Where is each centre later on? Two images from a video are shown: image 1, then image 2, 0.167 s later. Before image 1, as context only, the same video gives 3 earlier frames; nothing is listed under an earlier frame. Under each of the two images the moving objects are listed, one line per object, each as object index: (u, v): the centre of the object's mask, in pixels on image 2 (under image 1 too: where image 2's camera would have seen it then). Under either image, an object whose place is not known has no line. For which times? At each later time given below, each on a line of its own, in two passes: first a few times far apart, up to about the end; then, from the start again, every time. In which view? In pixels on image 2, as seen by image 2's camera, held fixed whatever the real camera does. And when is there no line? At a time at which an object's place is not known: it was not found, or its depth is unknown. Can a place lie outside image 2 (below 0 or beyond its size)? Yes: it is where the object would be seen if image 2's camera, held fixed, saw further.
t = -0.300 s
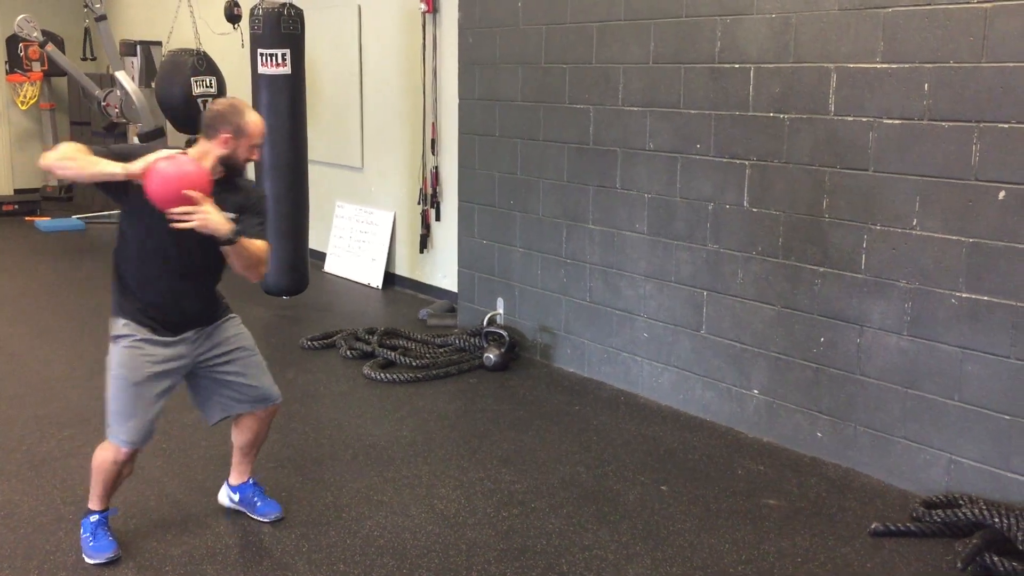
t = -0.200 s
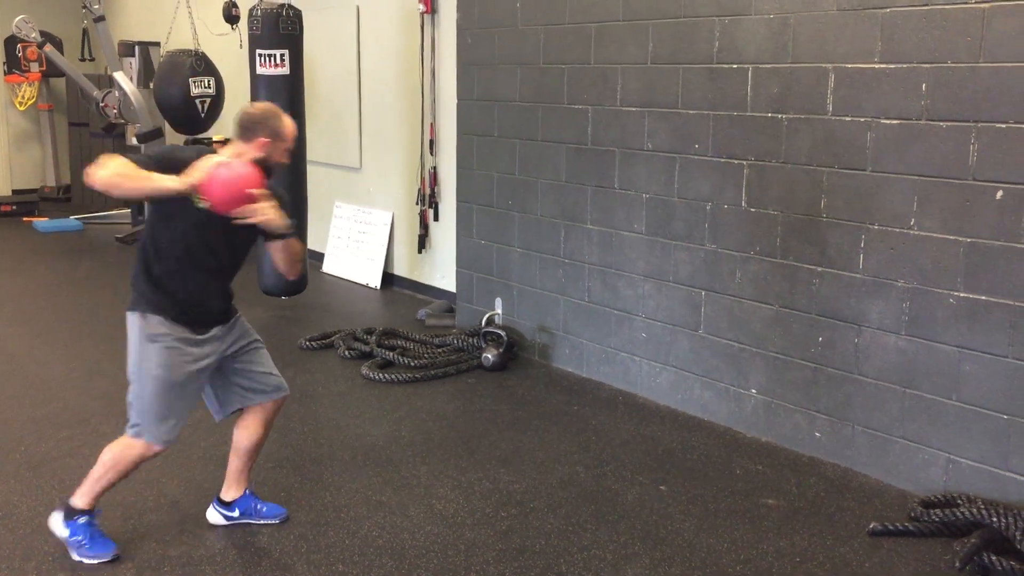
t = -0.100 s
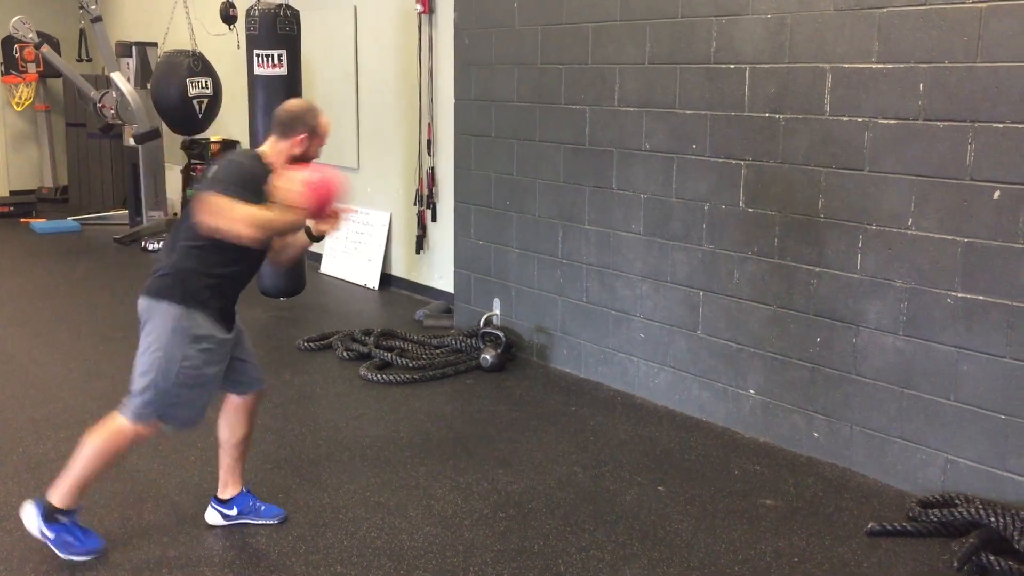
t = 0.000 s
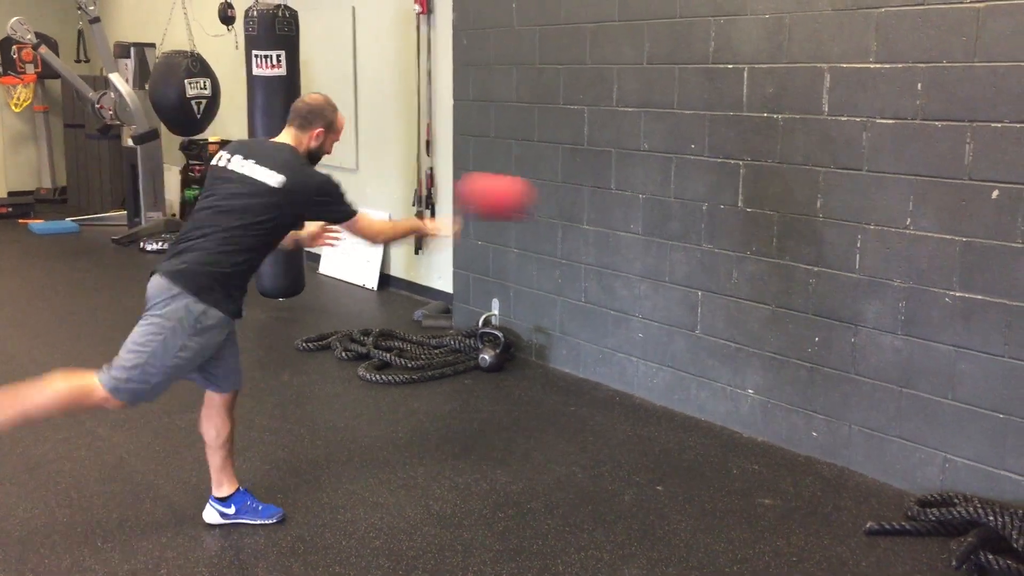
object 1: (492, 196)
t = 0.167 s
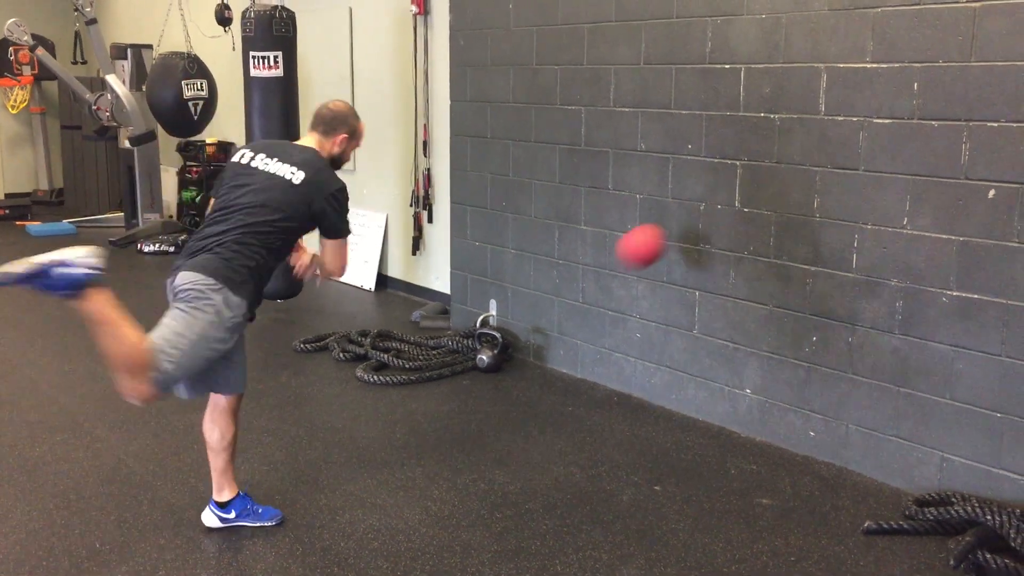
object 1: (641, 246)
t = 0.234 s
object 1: (591, 283)
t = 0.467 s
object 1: (410, 428)
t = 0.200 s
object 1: (616, 263)
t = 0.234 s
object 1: (591, 283)
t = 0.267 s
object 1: (563, 307)
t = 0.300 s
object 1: (536, 334)
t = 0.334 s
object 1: (509, 363)
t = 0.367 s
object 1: (480, 396)
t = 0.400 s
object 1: (450, 434)
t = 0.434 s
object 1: (428, 440)
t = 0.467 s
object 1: (410, 428)
